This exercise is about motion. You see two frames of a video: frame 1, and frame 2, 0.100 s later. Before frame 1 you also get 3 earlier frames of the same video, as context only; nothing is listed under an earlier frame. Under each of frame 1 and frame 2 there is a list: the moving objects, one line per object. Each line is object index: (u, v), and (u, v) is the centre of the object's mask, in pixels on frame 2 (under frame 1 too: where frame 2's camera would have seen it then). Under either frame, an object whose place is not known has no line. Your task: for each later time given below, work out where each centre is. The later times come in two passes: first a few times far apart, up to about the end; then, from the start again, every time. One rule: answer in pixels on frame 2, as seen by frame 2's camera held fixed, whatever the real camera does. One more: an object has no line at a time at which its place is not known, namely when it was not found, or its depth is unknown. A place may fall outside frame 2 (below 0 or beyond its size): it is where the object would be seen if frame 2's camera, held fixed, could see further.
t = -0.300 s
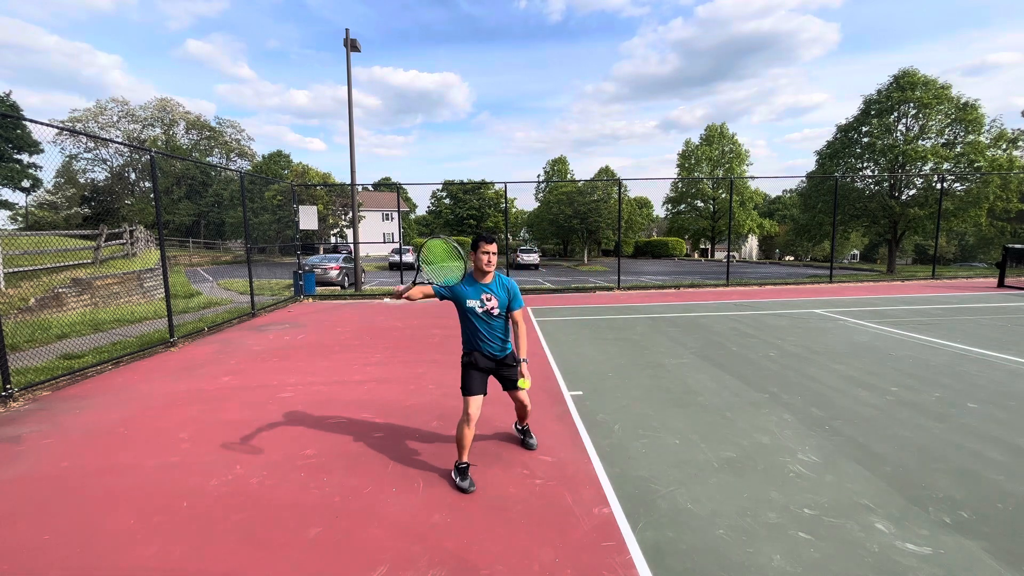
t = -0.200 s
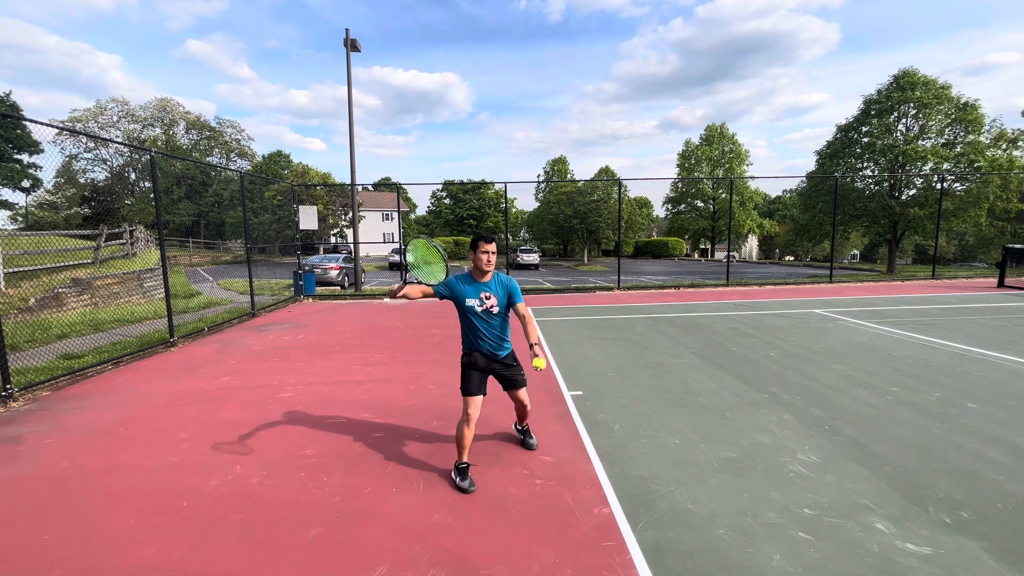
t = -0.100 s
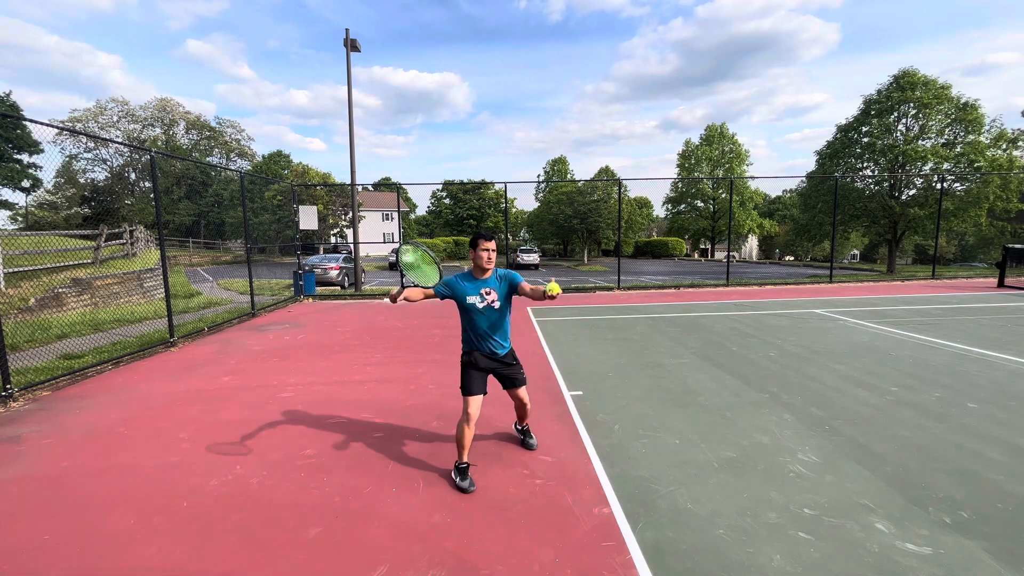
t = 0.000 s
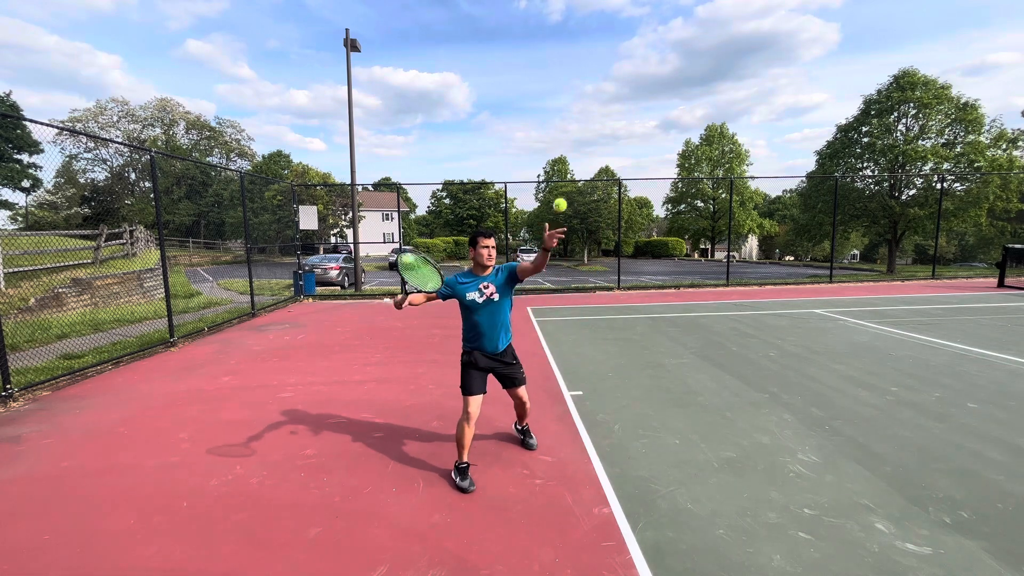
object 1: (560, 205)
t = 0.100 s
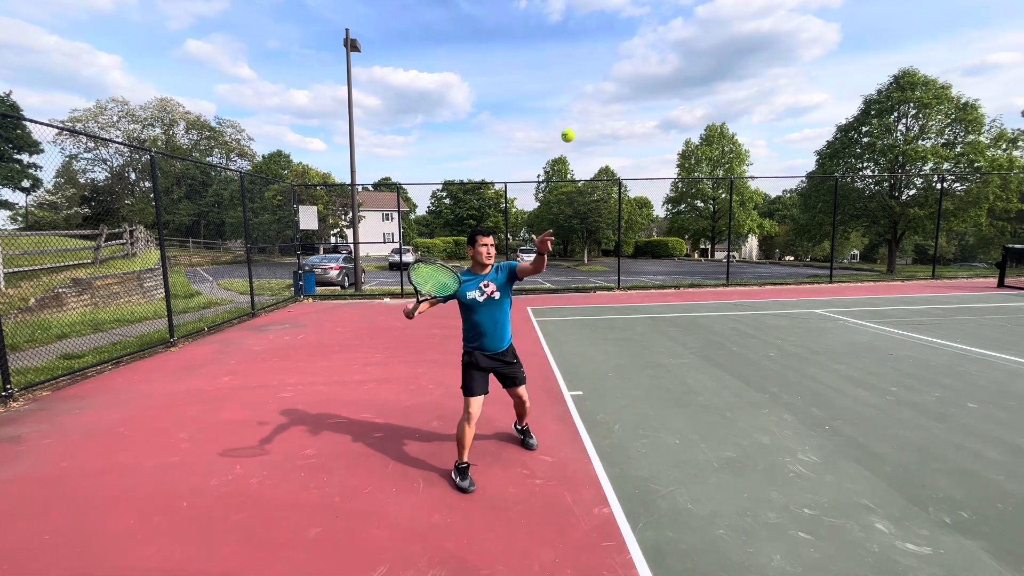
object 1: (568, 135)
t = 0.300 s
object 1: (584, 49)
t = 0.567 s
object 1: (608, 62)
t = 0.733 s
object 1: (622, 148)
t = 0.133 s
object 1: (570, 116)
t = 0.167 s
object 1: (573, 98)
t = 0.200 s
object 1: (576, 83)
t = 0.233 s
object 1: (578, 69)
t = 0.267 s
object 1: (581, 58)
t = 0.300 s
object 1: (584, 49)
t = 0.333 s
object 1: (587, 42)
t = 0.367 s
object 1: (590, 38)
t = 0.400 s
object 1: (593, 36)
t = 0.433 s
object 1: (596, 36)
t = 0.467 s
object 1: (599, 39)
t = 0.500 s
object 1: (602, 44)
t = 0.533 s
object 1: (605, 51)
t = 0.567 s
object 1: (608, 62)
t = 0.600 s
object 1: (611, 74)
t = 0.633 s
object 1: (614, 89)
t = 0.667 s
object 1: (616, 107)
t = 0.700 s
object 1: (620, 126)
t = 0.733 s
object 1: (622, 148)
